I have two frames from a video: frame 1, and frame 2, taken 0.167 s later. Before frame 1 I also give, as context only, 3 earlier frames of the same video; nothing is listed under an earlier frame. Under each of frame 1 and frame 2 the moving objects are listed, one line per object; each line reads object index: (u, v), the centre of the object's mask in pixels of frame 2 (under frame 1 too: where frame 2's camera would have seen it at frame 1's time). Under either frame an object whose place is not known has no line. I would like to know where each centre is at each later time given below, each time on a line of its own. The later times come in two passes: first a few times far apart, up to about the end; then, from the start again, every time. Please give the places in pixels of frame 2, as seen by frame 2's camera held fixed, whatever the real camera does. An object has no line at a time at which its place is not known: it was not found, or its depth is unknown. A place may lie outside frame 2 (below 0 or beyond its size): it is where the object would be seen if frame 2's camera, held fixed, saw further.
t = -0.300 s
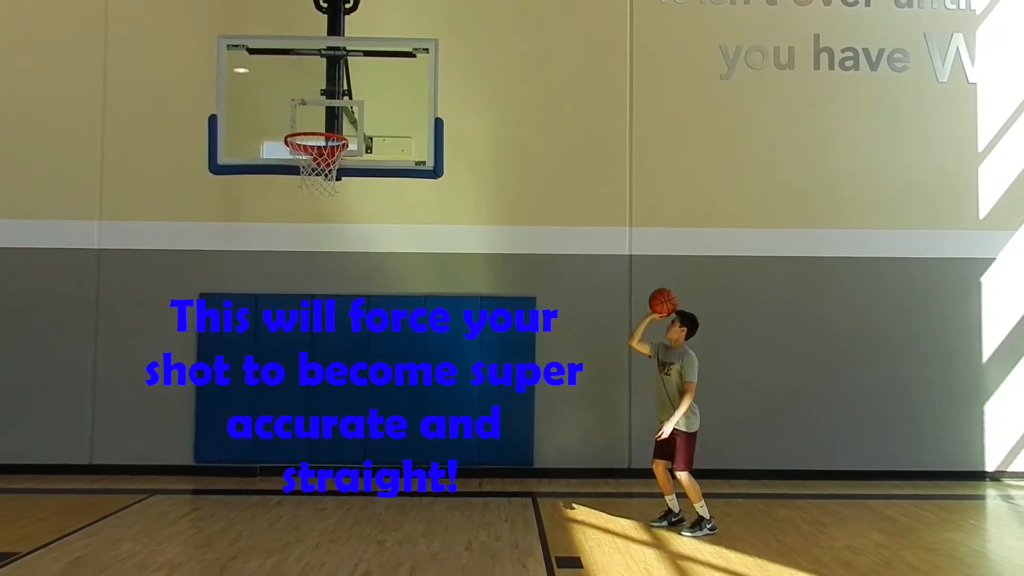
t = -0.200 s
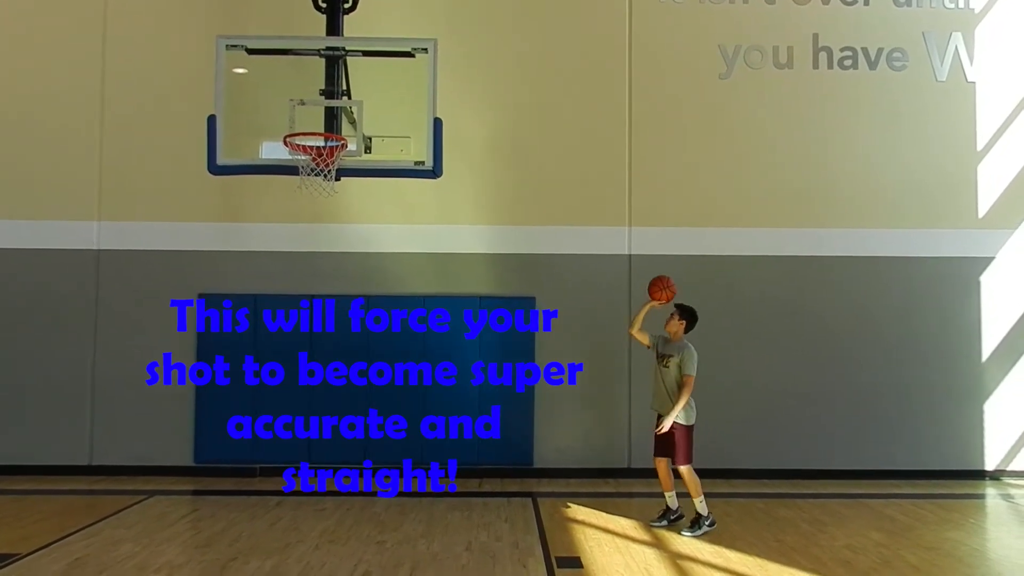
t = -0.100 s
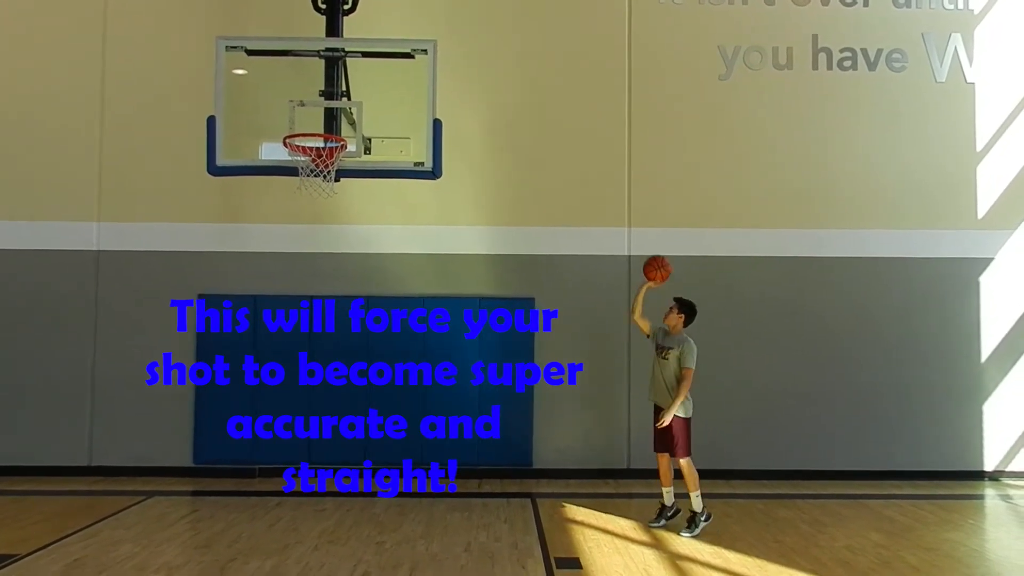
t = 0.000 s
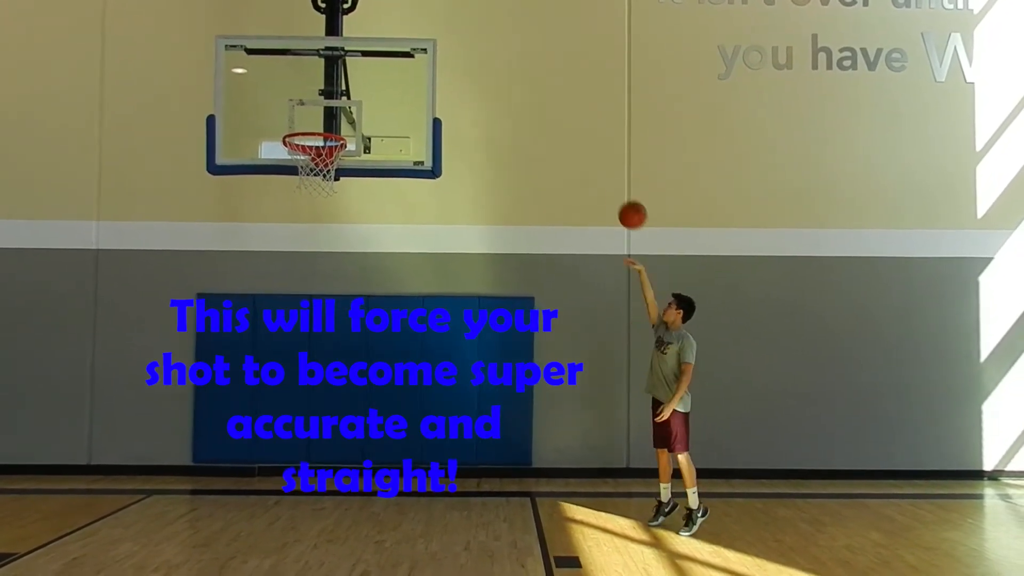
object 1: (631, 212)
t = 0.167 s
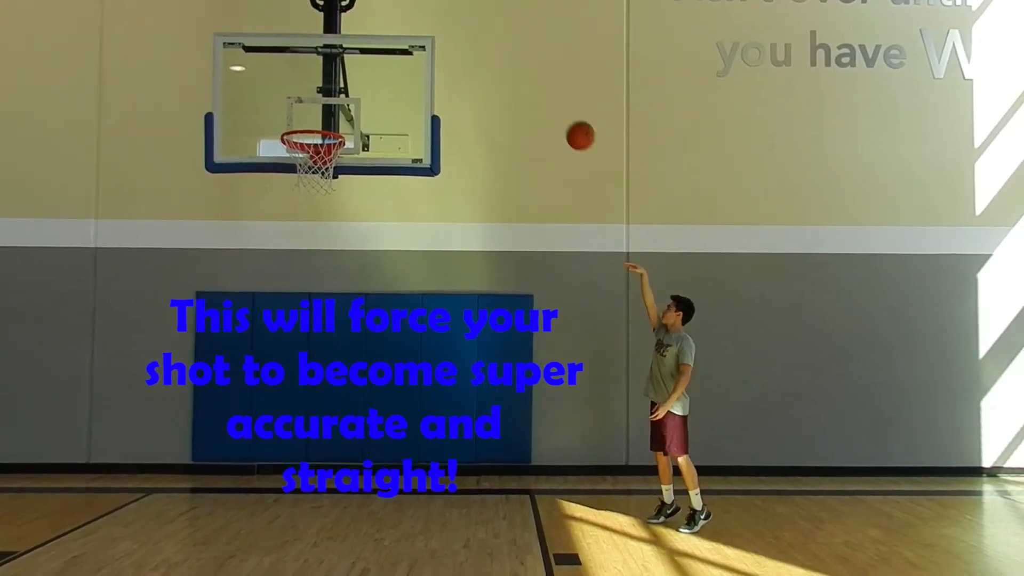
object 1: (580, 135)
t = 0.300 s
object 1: (540, 97)
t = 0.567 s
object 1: (458, 80)
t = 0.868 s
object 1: (512, 163)
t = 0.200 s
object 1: (570, 124)
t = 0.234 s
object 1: (560, 114)
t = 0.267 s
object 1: (550, 104)
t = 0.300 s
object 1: (540, 97)
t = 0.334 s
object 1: (529, 90)
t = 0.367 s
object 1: (519, 85)
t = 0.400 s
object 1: (509, 80)
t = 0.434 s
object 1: (499, 78)
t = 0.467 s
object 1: (489, 77)
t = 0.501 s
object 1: (478, 76)
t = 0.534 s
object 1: (468, 77)
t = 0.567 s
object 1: (458, 80)
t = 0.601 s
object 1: (448, 84)
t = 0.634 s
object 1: (454, 89)
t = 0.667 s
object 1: (462, 95)
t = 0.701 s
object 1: (470, 104)
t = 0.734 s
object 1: (479, 113)
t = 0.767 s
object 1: (487, 123)
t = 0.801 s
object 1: (495, 135)
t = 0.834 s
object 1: (504, 149)
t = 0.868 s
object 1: (512, 163)
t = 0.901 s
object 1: (520, 179)
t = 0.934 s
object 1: (529, 196)
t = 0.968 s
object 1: (537, 214)
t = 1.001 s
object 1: (545, 234)
